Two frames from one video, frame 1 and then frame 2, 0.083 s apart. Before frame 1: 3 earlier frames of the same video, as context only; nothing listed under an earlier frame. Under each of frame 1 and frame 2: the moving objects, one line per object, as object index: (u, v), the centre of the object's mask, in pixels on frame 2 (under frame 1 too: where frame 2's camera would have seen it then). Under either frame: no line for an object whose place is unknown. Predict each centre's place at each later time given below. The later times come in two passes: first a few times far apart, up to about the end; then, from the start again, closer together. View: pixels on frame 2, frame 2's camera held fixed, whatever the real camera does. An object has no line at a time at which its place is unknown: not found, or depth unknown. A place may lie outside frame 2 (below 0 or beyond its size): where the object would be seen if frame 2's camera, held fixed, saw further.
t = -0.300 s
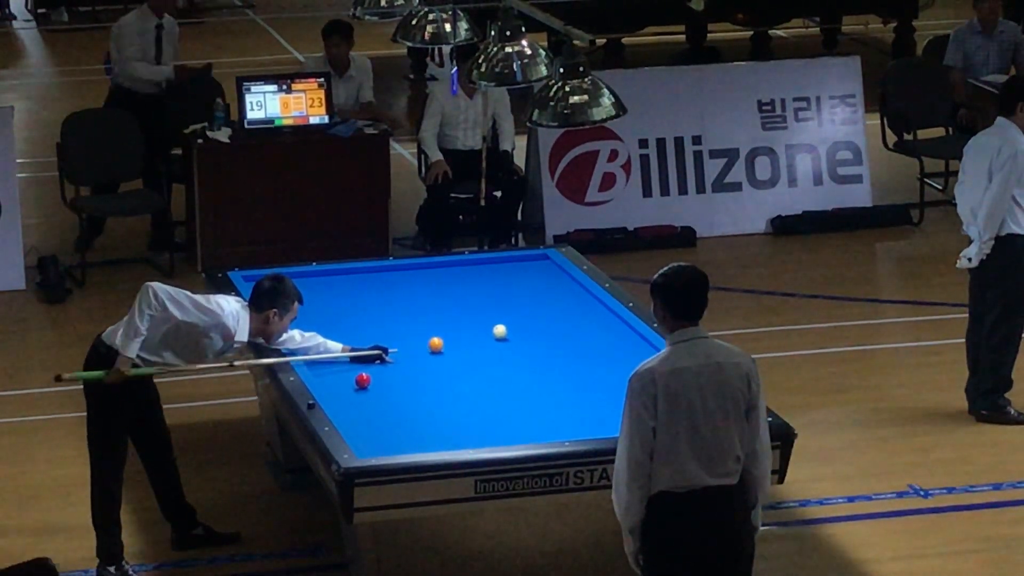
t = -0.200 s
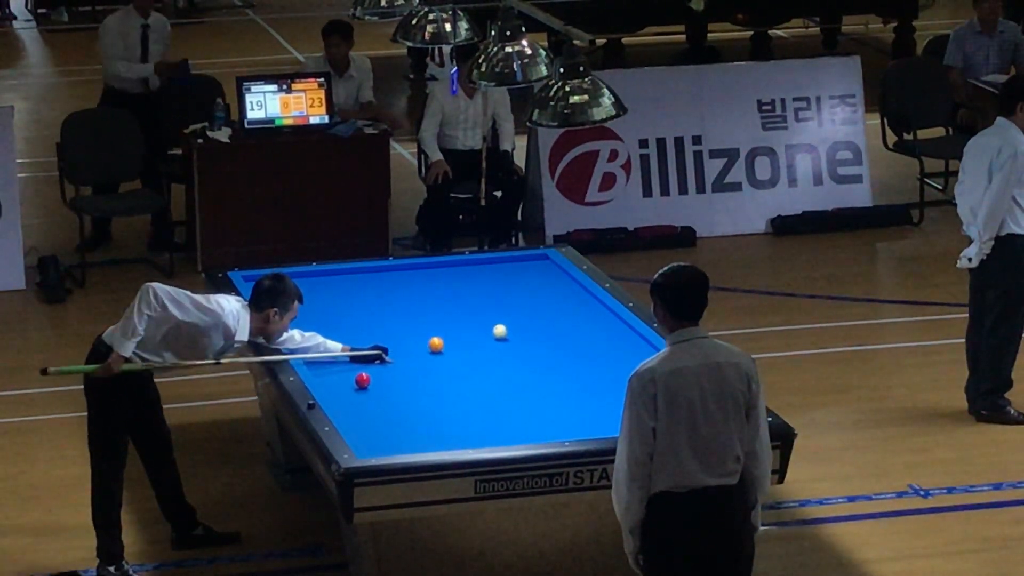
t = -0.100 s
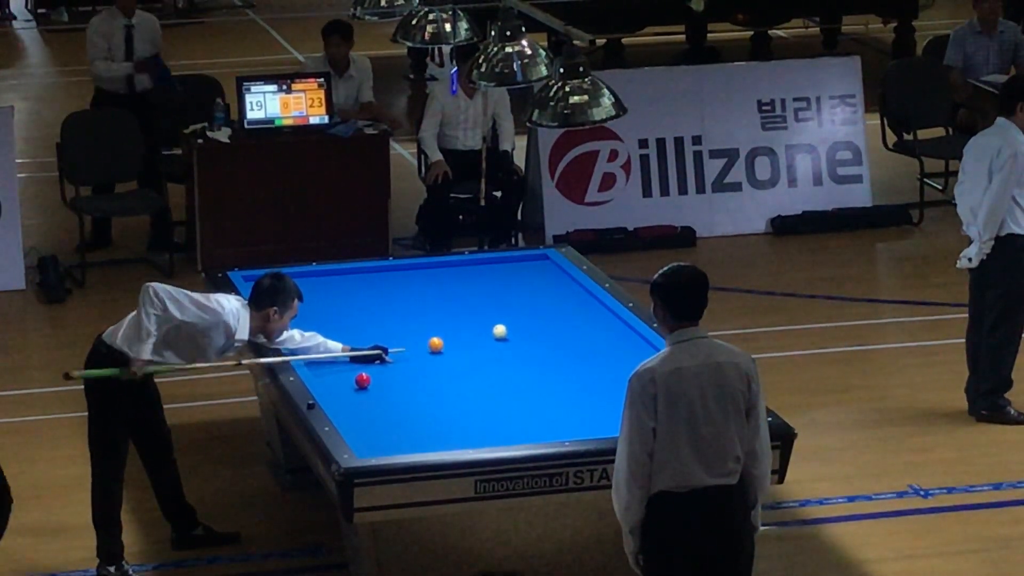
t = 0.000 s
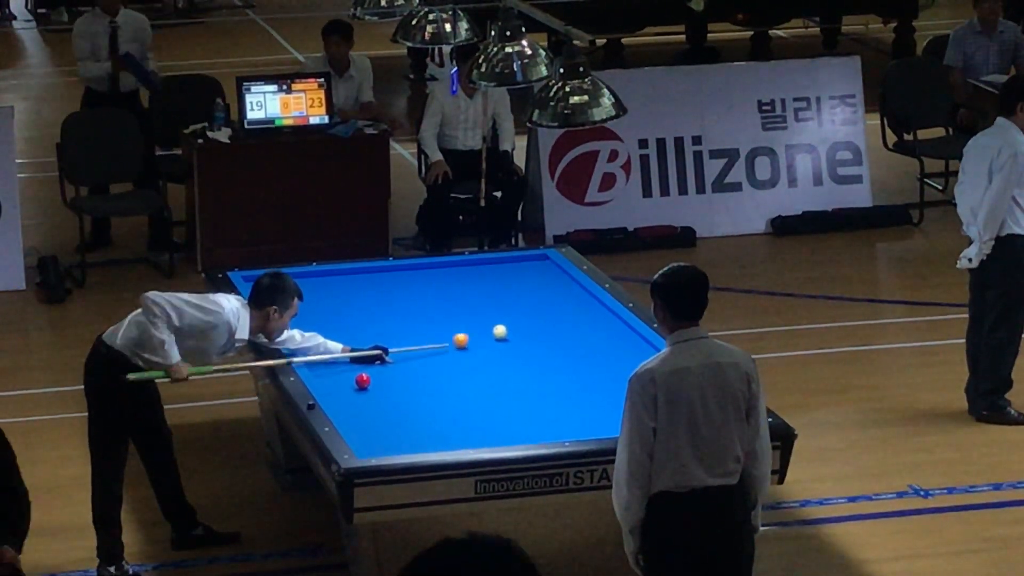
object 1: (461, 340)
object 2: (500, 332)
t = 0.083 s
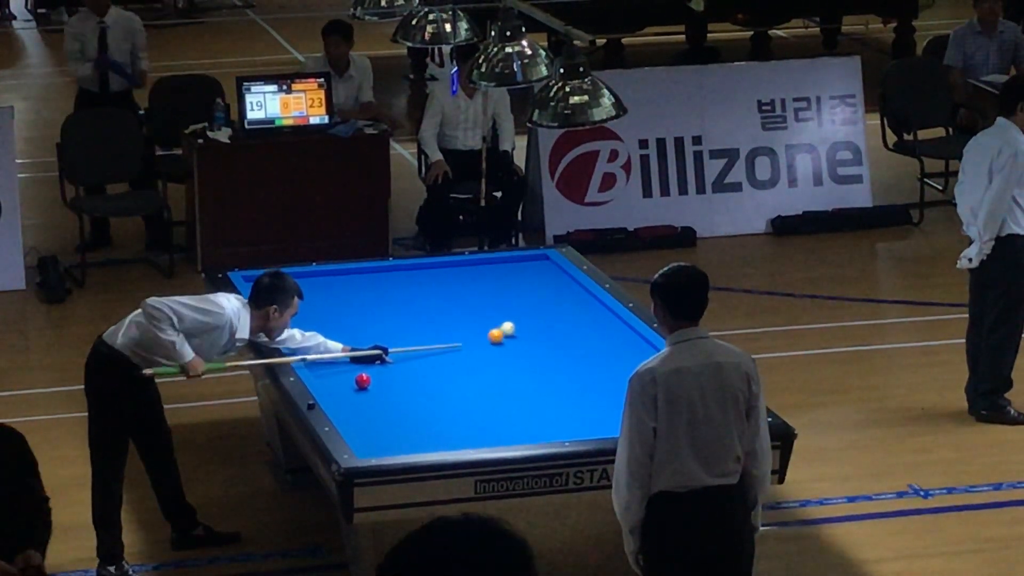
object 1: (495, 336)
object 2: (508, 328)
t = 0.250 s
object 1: (524, 340)
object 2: (552, 311)
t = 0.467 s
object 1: (557, 345)
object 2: (577, 295)
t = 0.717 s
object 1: (597, 351)
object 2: (522, 288)
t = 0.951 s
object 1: (633, 356)
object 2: (477, 280)
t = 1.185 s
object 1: (663, 362)
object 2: (434, 273)
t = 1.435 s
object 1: (659, 374)
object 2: (390, 268)
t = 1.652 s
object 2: (363, 276)
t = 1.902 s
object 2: (331, 284)
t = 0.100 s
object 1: (499, 336)
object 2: (512, 327)
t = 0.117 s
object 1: (502, 337)
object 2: (517, 325)
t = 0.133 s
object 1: (505, 337)
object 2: (522, 323)
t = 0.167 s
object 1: (510, 338)
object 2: (531, 319)
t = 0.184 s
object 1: (513, 339)
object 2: (535, 318)
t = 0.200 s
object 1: (516, 339)
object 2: (540, 316)
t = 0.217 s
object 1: (518, 339)
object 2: (544, 314)
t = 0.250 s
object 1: (524, 340)
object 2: (552, 311)
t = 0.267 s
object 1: (526, 341)
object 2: (556, 309)
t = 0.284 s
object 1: (529, 341)
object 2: (560, 308)
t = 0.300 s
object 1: (531, 341)
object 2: (564, 307)
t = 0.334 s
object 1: (537, 342)
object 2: (571, 303)
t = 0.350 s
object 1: (539, 343)
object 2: (575, 302)
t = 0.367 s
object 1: (542, 343)
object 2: (578, 301)
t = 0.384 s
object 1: (544, 343)
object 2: (582, 299)
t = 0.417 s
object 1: (549, 345)
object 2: (588, 297)
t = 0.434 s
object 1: (552, 345)
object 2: (586, 296)
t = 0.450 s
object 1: (555, 345)
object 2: (581, 296)
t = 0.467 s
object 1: (557, 345)
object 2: (577, 295)
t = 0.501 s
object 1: (563, 346)
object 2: (568, 294)
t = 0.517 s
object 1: (565, 347)
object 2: (564, 294)
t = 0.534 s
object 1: (568, 347)
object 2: (560, 293)
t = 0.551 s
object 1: (570, 348)
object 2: (556, 293)
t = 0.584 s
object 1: (576, 348)
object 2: (549, 292)
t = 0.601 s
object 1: (579, 348)
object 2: (545, 291)
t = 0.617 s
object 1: (581, 349)
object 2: (542, 290)
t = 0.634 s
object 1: (584, 349)
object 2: (539, 290)
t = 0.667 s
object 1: (589, 350)
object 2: (532, 289)
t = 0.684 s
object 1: (592, 350)
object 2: (529, 288)
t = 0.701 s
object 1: (594, 351)
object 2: (526, 288)
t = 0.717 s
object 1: (597, 351)
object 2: (522, 288)
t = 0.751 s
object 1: (602, 352)
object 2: (515, 287)
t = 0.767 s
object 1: (605, 352)
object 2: (512, 286)
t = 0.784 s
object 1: (607, 353)
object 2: (509, 285)
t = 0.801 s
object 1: (610, 353)
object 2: (506, 285)
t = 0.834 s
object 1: (615, 354)
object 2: (500, 284)
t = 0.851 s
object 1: (617, 355)
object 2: (496, 283)
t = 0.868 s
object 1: (620, 355)
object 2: (493, 283)
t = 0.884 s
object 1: (622, 355)
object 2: (490, 282)
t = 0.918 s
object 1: (628, 356)
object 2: (484, 281)
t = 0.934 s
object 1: (631, 356)
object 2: (480, 281)
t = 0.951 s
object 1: (633, 356)
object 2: (477, 280)
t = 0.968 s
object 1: (636, 357)
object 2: (474, 280)
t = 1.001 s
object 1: (641, 358)
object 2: (468, 278)
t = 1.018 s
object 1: (643, 358)
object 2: (465, 278)
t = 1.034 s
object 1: (646, 359)
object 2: (462, 278)
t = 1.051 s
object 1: (648, 359)
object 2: (458, 277)
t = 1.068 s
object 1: (651, 360)
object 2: (455, 276)
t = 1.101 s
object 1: (656, 360)
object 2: (449, 275)
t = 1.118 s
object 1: (658, 360)
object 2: (446, 275)
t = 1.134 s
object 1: (661, 361)
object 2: (443, 274)
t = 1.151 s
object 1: (663, 361)
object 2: (440, 274)
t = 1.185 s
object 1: (663, 362)
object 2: (434, 273)
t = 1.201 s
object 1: (663, 363)
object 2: (431, 273)
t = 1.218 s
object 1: (663, 364)
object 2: (428, 272)
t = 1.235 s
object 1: (662, 365)
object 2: (425, 271)
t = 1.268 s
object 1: (662, 367)
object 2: (419, 270)
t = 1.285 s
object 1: (662, 367)
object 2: (416, 270)
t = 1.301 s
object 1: (662, 368)
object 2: (413, 269)
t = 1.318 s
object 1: (661, 369)
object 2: (410, 269)
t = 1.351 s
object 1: (661, 370)
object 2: (404, 268)
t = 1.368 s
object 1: (661, 371)
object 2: (400, 268)
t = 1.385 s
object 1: (660, 372)
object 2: (398, 267)
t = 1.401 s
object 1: (660, 373)
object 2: (395, 267)
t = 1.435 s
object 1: (659, 374)
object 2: (390, 268)
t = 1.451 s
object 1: (658, 375)
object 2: (388, 268)
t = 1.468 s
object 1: (658, 376)
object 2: (386, 269)
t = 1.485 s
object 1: (657, 376)
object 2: (384, 270)
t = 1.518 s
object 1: (655, 377)
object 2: (380, 271)
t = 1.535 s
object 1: (654, 379)
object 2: (378, 272)
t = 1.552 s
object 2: (376, 272)
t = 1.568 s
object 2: (374, 273)
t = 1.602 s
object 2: (370, 274)
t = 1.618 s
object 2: (367, 275)
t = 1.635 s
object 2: (365, 275)
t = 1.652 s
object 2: (363, 276)
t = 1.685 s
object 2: (359, 277)
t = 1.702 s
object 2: (357, 277)
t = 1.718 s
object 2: (355, 278)
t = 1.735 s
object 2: (353, 279)
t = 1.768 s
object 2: (348, 280)
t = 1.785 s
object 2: (346, 280)
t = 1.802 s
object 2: (344, 281)
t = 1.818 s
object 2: (342, 281)
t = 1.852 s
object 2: (338, 283)
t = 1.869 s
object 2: (336, 283)
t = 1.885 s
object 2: (334, 284)
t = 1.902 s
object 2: (331, 284)
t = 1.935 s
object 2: (327, 285)
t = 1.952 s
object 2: (325, 286)
